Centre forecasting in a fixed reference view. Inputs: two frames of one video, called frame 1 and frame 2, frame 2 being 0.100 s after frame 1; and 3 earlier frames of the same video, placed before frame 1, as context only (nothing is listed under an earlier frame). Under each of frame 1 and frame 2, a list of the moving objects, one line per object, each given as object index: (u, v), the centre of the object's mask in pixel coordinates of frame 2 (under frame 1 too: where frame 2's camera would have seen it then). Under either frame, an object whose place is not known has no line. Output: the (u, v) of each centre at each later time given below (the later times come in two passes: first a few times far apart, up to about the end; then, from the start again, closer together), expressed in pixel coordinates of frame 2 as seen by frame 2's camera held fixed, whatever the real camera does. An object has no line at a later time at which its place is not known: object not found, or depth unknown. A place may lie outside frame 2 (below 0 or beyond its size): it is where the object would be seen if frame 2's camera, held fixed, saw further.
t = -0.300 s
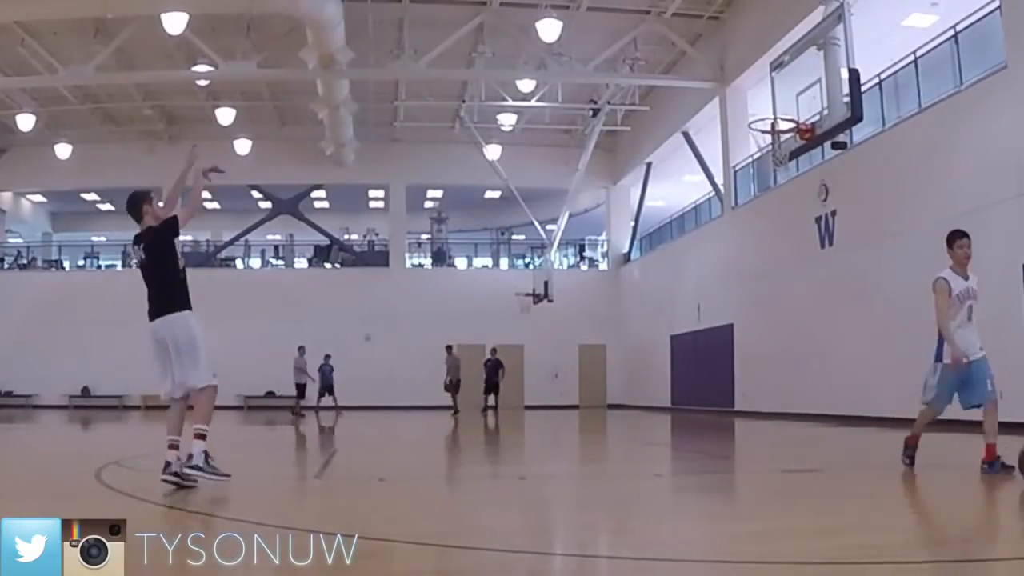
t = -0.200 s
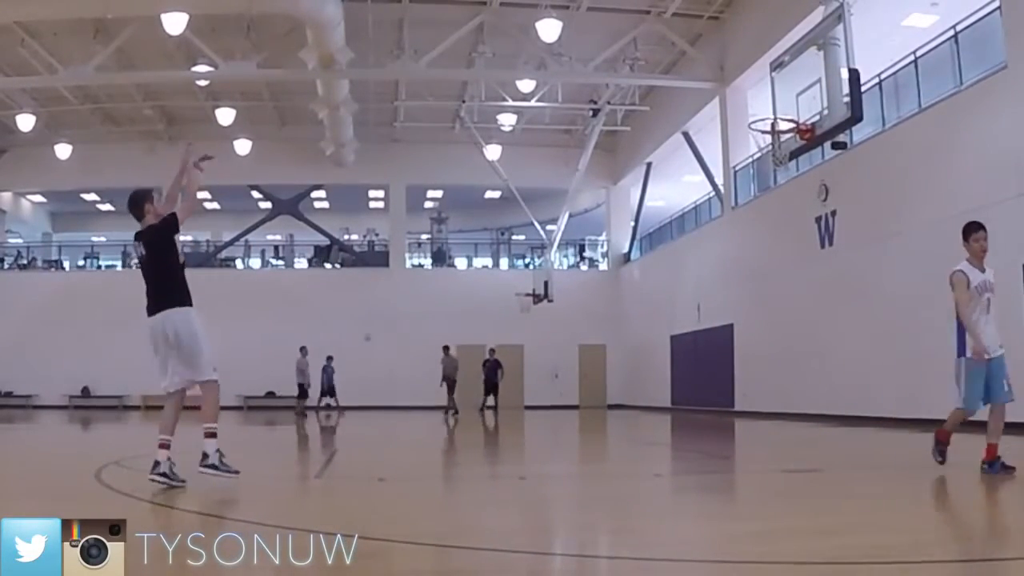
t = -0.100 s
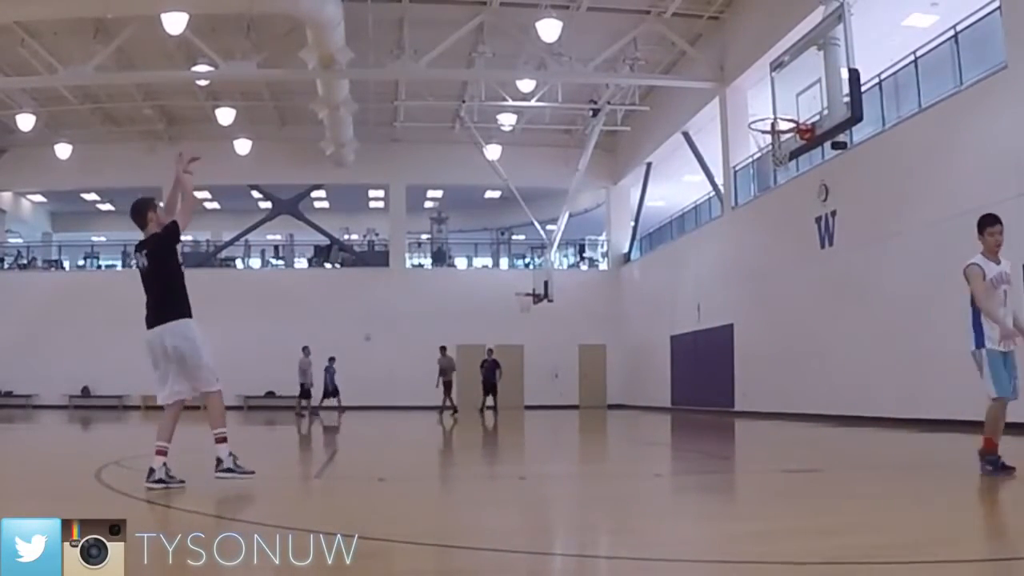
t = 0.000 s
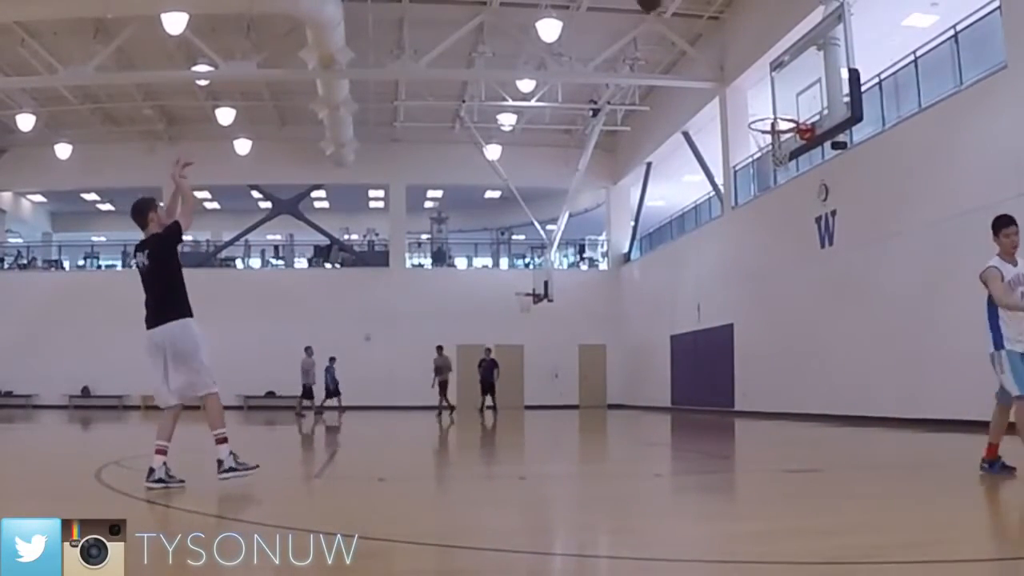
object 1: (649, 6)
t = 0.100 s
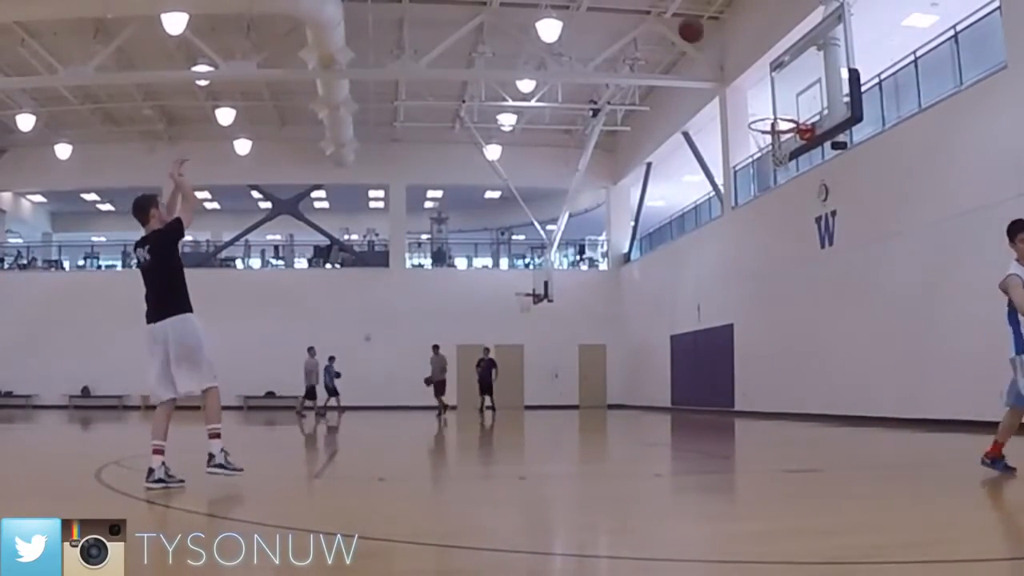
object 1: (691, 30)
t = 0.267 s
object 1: (755, 100)
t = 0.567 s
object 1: (785, 237)
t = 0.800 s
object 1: (792, 403)
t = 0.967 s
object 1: (780, 373)
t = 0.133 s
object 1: (704, 42)
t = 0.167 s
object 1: (717, 55)
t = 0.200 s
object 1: (730, 69)
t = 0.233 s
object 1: (742, 84)
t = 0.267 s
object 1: (755, 100)
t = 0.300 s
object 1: (767, 116)
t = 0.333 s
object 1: (778, 132)
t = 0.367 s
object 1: (778, 144)
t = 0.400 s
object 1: (781, 160)
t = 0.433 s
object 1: (782, 173)
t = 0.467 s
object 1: (783, 187)
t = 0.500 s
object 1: (784, 202)
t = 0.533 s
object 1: (784, 219)
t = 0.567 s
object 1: (785, 237)
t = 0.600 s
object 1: (786, 256)
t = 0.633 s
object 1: (787, 277)
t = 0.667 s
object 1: (788, 300)
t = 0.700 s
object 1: (789, 324)
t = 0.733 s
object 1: (790, 348)
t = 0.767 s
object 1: (791, 375)
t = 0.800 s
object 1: (792, 403)
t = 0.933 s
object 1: (784, 392)
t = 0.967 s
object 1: (780, 373)
